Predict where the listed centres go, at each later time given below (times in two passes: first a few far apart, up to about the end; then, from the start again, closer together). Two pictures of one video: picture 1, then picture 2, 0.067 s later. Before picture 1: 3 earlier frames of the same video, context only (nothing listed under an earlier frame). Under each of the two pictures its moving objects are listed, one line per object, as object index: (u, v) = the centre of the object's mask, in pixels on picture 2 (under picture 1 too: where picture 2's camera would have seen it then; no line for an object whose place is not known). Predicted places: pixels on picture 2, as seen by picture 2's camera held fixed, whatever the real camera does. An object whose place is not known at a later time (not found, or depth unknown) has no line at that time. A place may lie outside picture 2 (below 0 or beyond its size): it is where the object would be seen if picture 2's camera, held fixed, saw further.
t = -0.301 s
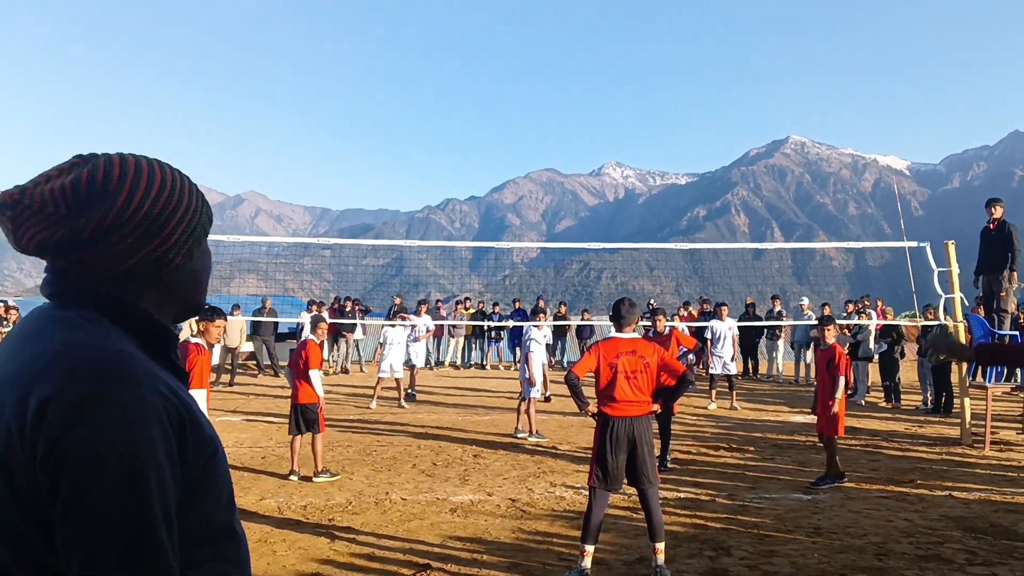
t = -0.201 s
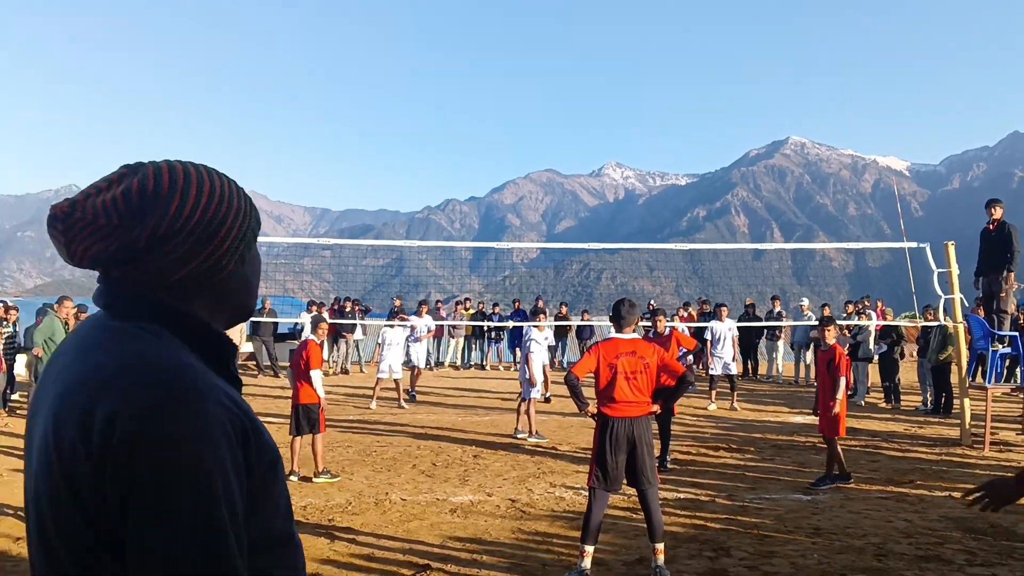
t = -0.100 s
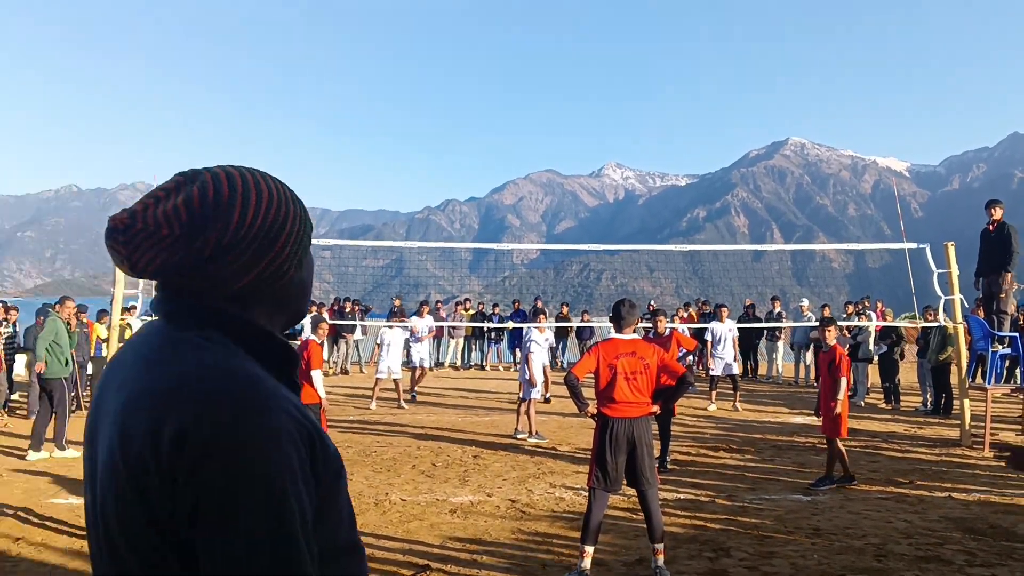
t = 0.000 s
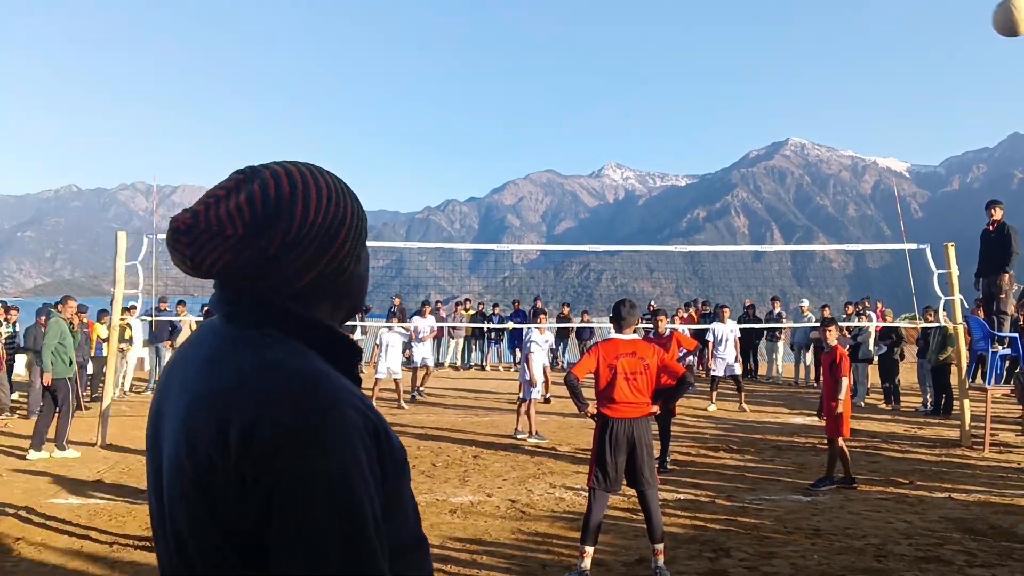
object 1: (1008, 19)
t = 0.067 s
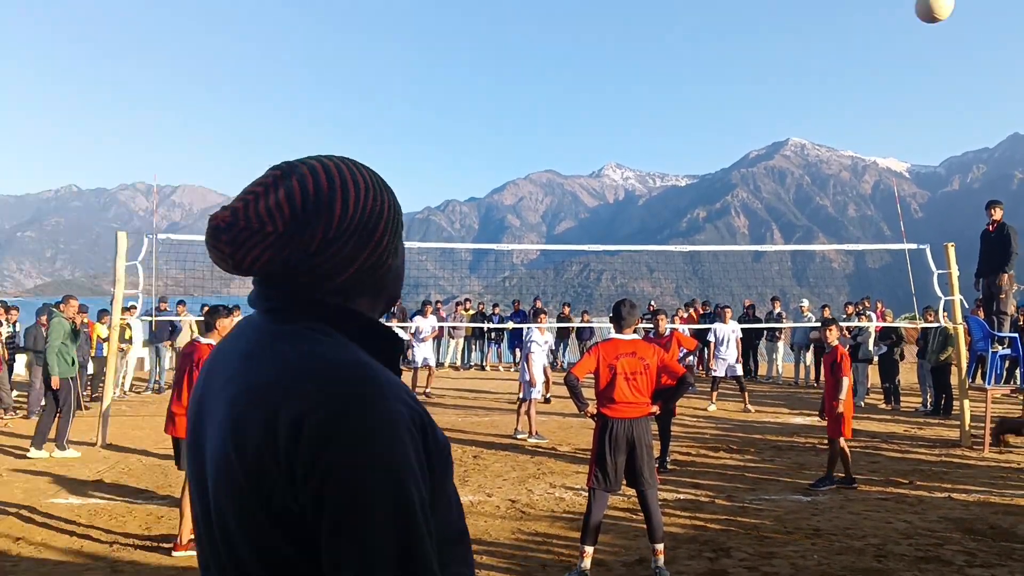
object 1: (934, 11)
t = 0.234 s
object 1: (811, 16)
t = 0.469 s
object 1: (718, 64)
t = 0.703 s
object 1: (665, 131)
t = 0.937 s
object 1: (635, 207)
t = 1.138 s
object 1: (615, 278)
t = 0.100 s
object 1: (902, 10)
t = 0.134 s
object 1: (875, 10)
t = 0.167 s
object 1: (851, 11)
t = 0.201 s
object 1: (830, 12)
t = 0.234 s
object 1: (811, 16)
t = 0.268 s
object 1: (794, 22)
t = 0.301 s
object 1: (779, 28)
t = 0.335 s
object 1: (764, 35)
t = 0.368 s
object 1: (751, 42)
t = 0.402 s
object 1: (739, 49)
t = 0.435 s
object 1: (729, 56)
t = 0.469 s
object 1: (718, 64)
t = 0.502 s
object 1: (709, 73)
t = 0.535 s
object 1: (701, 82)
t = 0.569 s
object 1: (693, 92)
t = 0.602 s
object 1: (685, 101)
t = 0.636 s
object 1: (678, 111)
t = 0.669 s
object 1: (671, 121)
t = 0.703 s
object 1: (665, 131)
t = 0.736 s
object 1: (660, 142)
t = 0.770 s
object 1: (655, 153)
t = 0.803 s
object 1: (650, 163)
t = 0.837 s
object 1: (646, 174)
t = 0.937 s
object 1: (635, 207)
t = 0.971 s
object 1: (630, 219)
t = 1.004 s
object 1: (627, 230)
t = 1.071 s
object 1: (621, 254)
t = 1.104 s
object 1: (618, 266)
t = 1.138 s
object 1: (615, 278)
